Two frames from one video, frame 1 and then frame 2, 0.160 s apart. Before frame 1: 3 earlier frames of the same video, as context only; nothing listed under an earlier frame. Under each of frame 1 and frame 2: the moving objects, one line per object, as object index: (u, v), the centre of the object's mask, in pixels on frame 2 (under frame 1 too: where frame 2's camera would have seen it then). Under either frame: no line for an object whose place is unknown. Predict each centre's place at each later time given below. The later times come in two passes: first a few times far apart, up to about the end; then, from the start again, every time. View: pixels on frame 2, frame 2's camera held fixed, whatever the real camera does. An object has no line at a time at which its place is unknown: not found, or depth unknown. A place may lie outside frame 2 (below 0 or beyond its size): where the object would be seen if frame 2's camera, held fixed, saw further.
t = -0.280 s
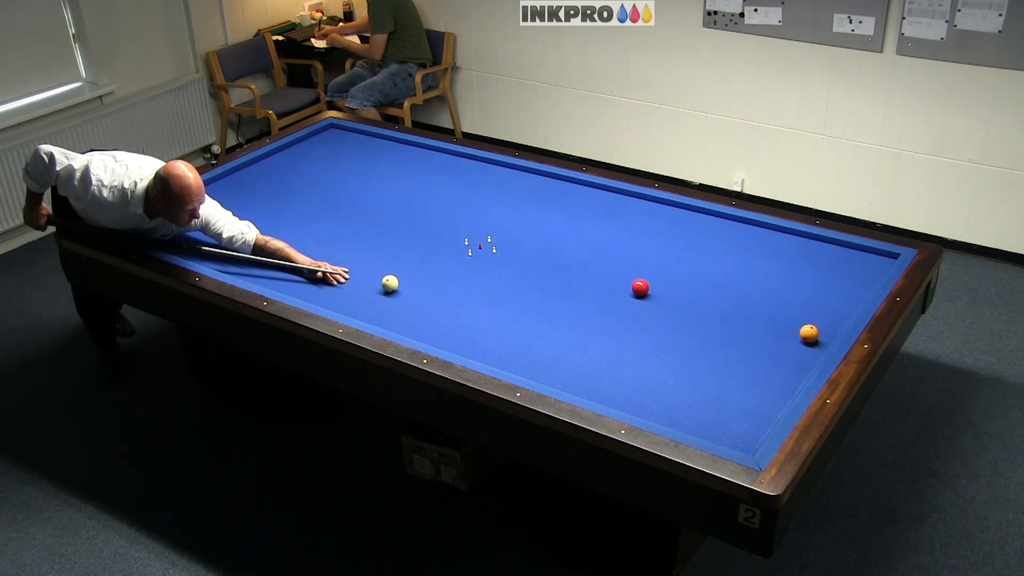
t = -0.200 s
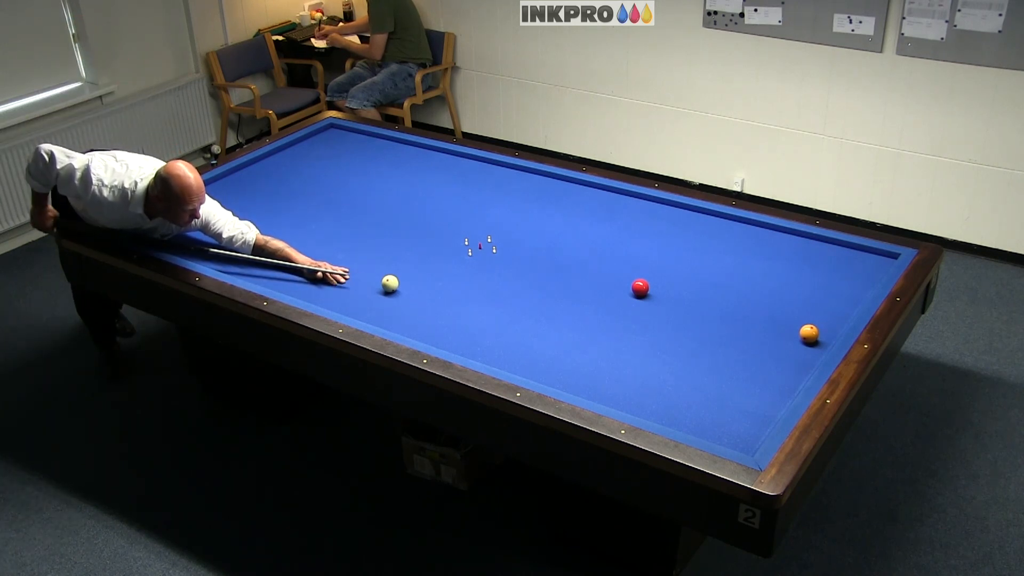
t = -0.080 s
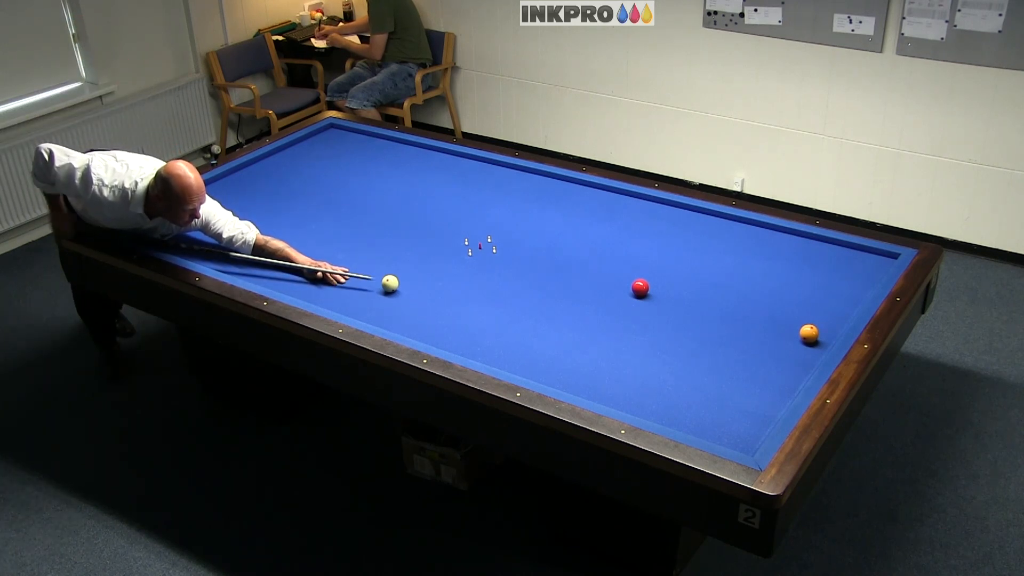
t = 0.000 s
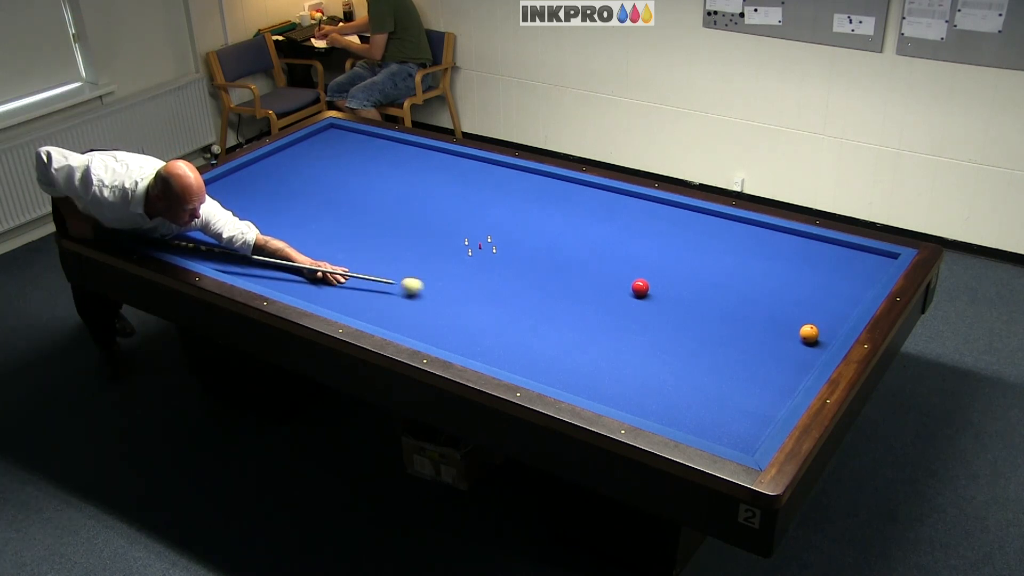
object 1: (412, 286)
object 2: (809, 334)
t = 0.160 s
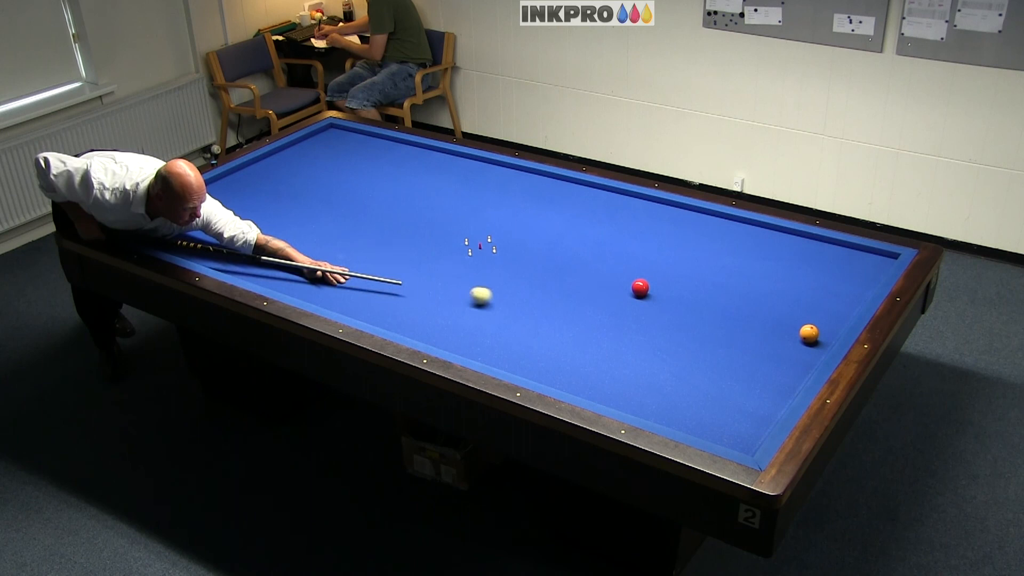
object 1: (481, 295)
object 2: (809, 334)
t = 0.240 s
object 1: (514, 300)
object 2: (809, 334)
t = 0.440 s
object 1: (599, 311)
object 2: (809, 334)
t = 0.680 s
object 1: (705, 326)
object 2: (809, 334)
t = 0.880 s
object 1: (795, 339)
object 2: (811, 333)
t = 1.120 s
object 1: (789, 350)
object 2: (839, 317)
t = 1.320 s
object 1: (752, 347)
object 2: (837, 303)
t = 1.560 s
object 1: (708, 343)
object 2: (834, 287)
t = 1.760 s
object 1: (673, 340)
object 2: (832, 275)
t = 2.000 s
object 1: (632, 337)
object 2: (830, 261)
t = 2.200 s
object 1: (599, 334)
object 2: (828, 251)
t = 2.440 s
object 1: (561, 331)
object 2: (824, 242)
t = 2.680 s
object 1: (524, 328)
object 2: (811, 246)
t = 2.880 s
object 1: (494, 325)
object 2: (802, 248)
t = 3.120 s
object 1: (460, 322)
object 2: (790, 251)
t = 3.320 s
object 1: (432, 320)
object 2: (780, 254)
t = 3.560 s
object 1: (400, 317)
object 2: (770, 256)
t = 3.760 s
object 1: (374, 315)
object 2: (761, 259)
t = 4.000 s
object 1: (346, 310)
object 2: (751, 261)
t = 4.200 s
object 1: (333, 304)
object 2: (743, 263)
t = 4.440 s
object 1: (320, 296)
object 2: (734, 266)
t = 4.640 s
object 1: (309, 290)
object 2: (727, 268)
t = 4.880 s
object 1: (298, 282)
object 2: (719, 270)
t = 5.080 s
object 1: (289, 277)
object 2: (712, 271)
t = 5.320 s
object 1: (278, 270)
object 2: (705, 273)
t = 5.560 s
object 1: (269, 264)
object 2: (699, 275)
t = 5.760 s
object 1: (262, 259)
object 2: (694, 276)
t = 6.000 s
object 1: (254, 254)
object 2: (688, 277)
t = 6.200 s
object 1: (247, 250)
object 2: (684, 278)
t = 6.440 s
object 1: (240, 245)
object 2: (680, 279)
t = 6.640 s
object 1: (235, 241)
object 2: (677, 280)
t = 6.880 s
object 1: (229, 237)
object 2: (674, 281)
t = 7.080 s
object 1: (224, 234)
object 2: (671, 281)
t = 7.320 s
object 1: (219, 230)
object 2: (668, 282)
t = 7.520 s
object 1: (215, 227)
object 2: (666, 282)
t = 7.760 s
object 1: (210, 224)
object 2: (665, 282)
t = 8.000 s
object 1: (206, 221)
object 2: (665, 282)
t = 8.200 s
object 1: (203, 219)
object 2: (665, 282)
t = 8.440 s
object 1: (199, 217)
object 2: (665, 282)
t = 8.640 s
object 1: (197, 215)
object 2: (665, 282)
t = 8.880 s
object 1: (194, 213)
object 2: (665, 282)
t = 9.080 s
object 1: (192, 211)
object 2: (665, 282)
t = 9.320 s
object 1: (190, 210)
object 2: (665, 282)
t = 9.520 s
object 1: (189, 209)
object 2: (665, 282)
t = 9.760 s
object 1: (187, 208)
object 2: (664, 282)
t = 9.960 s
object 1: (187, 207)
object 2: (664, 282)
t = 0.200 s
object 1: (497, 298)
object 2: (809, 334)
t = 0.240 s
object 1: (514, 300)
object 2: (809, 334)
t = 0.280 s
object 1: (531, 302)
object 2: (809, 334)
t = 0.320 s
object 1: (548, 304)
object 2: (809, 334)
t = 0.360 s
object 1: (565, 307)
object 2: (809, 334)
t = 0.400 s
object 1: (582, 309)
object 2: (809, 334)
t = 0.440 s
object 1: (599, 311)
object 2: (809, 334)
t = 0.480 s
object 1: (617, 314)
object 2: (809, 334)
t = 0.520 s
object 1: (634, 316)
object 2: (809, 334)
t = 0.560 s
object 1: (652, 319)
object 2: (809, 333)
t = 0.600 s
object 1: (669, 321)
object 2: (809, 334)
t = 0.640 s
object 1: (687, 323)
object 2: (809, 334)
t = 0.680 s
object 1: (705, 326)
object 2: (809, 334)
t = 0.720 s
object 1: (723, 328)
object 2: (809, 333)
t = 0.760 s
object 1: (741, 331)
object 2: (809, 334)
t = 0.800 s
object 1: (760, 333)
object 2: (809, 334)
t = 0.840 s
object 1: (778, 336)
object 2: (809, 333)
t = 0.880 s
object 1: (795, 339)
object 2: (811, 333)
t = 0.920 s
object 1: (804, 345)
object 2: (820, 330)
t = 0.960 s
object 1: (814, 350)
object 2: (829, 327)
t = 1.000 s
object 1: (816, 352)
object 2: (836, 325)
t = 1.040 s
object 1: (806, 352)
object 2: (840, 323)
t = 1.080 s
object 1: (797, 351)
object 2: (839, 320)
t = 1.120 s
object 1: (789, 350)
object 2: (839, 317)
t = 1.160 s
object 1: (782, 349)
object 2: (838, 314)
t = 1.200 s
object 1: (774, 349)
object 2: (838, 311)
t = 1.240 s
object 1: (767, 348)
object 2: (837, 309)
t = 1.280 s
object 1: (759, 347)
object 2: (837, 306)
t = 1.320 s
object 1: (752, 347)
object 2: (837, 303)
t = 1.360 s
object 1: (744, 346)
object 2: (836, 301)
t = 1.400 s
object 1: (737, 346)
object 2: (836, 298)
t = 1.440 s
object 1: (730, 345)
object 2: (835, 295)
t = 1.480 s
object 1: (723, 344)
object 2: (835, 293)
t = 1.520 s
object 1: (715, 344)
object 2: (834, 290)
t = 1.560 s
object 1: (708, 343)
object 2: (834, 287)
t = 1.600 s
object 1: (701, 343)
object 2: (834, 285)
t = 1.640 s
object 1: (694, 342)
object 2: (833, 282)
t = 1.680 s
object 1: (687, 341)
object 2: (833, 280)
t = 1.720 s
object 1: (680, 341)
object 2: (833, 277)
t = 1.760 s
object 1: (673, 340)
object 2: (832, 275)
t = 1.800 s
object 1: (666, 340)
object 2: (832, 273)
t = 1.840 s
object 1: (659, 339)
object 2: (831, 270)
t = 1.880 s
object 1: (653, 338)
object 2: (831, 268)
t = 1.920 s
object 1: (646, 338)
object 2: (831, 266)
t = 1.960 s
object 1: (639, 338)
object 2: (831, 264)
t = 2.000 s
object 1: (632, 337)
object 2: (830, 261)
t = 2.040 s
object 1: (626, 336)
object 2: (830, 259)
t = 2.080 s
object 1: (619, 336)
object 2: (829, 257)
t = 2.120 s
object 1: (612, 335)
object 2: (829, 255)
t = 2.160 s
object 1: (606, 335)
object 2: (829, 253)
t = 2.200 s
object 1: (599, 334)
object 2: (828, 251)
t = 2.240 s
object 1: (593, 334)
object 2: (828, 249)
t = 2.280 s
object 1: (586, 333)
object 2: (828, 247)
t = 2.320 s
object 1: (580, 333)
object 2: (828, 245)
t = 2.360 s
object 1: (574, 332)
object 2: (827, 242)
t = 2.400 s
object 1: (567, 332)
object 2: (826, 241)
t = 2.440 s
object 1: (561, 331)
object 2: (824, 242)
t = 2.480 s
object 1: (555, 331)
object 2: (822, 243)
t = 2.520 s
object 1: (548, 330)
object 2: (820, 243)
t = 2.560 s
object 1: (542, 329)
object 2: (818, 244)
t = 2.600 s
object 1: (536, 329)
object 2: (816, 244)
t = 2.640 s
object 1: (530, 328)
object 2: (814, 245)
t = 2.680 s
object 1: (524, 328)
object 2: (811, 246)
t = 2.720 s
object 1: (518, 327)
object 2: (810, 246)
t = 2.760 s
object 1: (512, 327)
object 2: (807, 247)
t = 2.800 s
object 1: (506, 326)
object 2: (805, 247)
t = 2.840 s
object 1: (500, 326)
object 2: (804, 247)
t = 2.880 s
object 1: (494, 325)
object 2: (802, 248)
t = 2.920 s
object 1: (488, 325)
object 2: (800, 249)
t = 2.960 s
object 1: (482, 324)
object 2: (797, 249)
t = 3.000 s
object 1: (477, 324)
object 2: (795, 250)
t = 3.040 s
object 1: (471, 323)
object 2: (794, 250)
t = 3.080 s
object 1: (466, 322)
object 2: (792, 251)
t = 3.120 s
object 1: (460, 322)
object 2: (790, 251)
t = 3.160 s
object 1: (454, 322)
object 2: (788, 252)
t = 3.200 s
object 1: (448, 321)
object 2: (786, 252)
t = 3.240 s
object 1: (443, 321)
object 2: (784, 253)
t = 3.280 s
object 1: (437, 320)
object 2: (782, 253)
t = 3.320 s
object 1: (432, 320)
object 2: (780, 254)
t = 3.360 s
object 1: (427, 319)
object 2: (779, 254)
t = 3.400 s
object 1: (421, 319)
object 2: (777, 255)
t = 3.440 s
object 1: (416, 318)
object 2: (775, 255)
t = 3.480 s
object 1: (411, 318)
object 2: (773, 255)
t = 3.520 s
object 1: (405, 317)
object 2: (771, 256)
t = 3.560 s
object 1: (400, 317)
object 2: (770, 256)
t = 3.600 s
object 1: (395, 316)
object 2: (768, 257)
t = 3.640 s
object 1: (390, 316)
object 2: (766, 258)
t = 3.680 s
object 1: (385, 316)
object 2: (764, 258)
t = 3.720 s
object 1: (379, 315)
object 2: (763, 258)
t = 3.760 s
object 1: (374, 315)
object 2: (761, 259)
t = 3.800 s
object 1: (370, 314)
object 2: (759, 259)
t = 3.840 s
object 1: (365, 313)
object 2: (758, 260)
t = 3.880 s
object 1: (360, 313)
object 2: (756, 260)
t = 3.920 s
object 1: (355, 312)
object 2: (754, 261)
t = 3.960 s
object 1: (350, 311)
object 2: (753, 261)
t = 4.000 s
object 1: (346, 310)
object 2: (751, 261)
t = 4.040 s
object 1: (343, 308)
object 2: (749, 262)
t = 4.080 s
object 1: (341, 307)
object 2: (748, 262)
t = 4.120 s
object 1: (338, 306)
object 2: (746, 263)
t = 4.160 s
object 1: (336, 305)
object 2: (745, 263)
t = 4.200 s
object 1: (333, 304)
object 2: (743, 263)
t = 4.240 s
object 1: (331, 303)
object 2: (742, 264)
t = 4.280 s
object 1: (329, 301)
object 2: (740, 264)
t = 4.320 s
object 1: (327, 300)
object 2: (738, 265)
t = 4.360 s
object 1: (324, 299)
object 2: (737, 265)
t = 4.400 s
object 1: (322, 297)
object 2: (735, 265)
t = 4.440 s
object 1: (320, 296)
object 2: (734, 266)
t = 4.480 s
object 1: (318, 295)
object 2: (733, 266)
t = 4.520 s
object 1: (316, 294)
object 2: (731, 267)
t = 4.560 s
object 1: (313, 293)
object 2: (730, 267)
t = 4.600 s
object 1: (311, 292)
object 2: (728, 267)
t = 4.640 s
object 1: (309, 290)
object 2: (727, 268)
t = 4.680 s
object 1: (307, 289)
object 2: (725, 268)
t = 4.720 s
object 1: (306, 287)
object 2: (724, 268)
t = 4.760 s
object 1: (303, 286)
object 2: (723, 269)
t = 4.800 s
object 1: (301, 285)
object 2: (721, 269)
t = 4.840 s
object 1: (300, 284)
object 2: (720, 269)
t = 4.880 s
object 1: (298, 282)
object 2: (719, 270)
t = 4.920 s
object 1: (296, 282)
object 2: (718, 270)
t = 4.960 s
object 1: (294, 280)
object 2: (716, 270)
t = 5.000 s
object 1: (292, 279)
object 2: (715, 271)
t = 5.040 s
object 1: (290, 278)
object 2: (714, 271)
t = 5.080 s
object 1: (289, 277)
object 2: (712, 271)
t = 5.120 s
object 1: (287, 276)
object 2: (711, 271)
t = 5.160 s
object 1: (285, 275)
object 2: (710, 272)
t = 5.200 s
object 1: (283, 274)
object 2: (709, 272)
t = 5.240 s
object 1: (282, 272)
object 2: (708, 272)
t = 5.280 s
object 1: (280, 271)
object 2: (707, 272)
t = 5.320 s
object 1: (278, 270)
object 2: (705, 273)
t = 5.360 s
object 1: (277, 269)
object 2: (704, 273)
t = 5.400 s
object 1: (275, 268)
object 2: (703, 274)
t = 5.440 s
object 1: (274, 267)
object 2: (702, 274)
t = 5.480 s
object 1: (272, 266)
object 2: (701, 274)
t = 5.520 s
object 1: (271, 265)
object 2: (700, 274)
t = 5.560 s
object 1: (269, 264)
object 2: (699, 275)
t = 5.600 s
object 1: (268, 263)
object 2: (698, 275)
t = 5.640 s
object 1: (266, 262)
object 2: (697, 275)
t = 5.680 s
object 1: (265, 261)
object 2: (696, 275)
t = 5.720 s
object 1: (263, 260)
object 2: (695, 276)
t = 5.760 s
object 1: (262, 259)
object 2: (694, 276)
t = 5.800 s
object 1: (261, 258)
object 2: (693, 276)
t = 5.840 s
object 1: (259, 257)
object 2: (692, 276)
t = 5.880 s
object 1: (258, 257)
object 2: (691, 276)
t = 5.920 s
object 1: (256, 256)
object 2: (690, 277)
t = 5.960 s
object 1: (255, 255)
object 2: (689, 277)
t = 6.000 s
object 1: (254, 254)
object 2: (688, 277)
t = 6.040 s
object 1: (252, 253)
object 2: (688, 277)
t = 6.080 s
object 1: (251, 252)
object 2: (687, 277)
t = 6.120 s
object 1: (250, 251)
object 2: (686, 278)
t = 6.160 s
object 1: (249, 251)
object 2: (685, 278)
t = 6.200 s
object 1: (247, 250)
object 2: (684, 278)
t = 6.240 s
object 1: (246, 249)
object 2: (684, 278)
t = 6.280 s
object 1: (245, 248)
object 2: (683, 278)
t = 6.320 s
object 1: (244, 247)
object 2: (682, 279)
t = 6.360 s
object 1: (243, 247)
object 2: (682, 279)
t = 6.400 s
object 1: (241, 246)
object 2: (681, 279)
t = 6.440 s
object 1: (240, 245)
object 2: (680, 279)
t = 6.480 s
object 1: (239, 244)
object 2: (679, 279)
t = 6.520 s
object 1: (238, 243)
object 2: (679, 279)
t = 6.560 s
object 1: (237, 243)
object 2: (678, 280)
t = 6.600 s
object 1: (236, 242)
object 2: (677, 280)
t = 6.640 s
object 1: (235, 241)
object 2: (677, 280)
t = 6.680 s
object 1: (234, 241)
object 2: (676, 280)
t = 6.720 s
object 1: (233, 240)
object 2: (676, 280)
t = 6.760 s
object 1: (232, 239)
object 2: (675, 280)
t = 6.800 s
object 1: (231, 238)
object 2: (675, 280)
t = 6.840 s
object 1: (230, 238)
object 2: (674, 280)
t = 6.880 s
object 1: (229, 237)
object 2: (674, 281)
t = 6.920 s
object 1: (228, 236)
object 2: (673, 281)
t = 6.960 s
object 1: (227, 236)
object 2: (673, 281)
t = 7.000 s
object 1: (226, 235)
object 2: (672, 281)
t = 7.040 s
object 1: (225, 234)
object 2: (672, 281)
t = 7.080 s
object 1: (224, 234)
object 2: (671, 281)
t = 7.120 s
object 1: (223, 233)
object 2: (671, 281)
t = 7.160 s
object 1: (222, 232)
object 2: (670, 281)
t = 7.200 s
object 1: (221, 232)
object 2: (670, 281)
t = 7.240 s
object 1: (221, 231)
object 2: (669, 281)
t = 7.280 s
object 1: (220, 230)
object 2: (669, 282)
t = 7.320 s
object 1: (219, 230)
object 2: (668, 282)
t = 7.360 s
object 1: (218, 229)
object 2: (668, 282)
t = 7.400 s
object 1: (217, 229)
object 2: (667, 282)
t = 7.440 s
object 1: (216, 228)
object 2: (667, 282)
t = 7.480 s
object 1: (215, 228)
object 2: (667, 282)
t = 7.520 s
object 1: (215, 227)
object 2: (666, 282)
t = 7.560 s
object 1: (214, 226)
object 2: (666, 282)
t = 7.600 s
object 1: (213, 226)
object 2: (666, 282)
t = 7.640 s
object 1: (212, 225)
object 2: (666, 282)
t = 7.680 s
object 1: (212, 225)
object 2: (665, 282)
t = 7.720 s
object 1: (211, 224)
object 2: (665, 282)
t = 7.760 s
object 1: (210, 224)
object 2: (665, 282)
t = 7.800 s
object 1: (209, 223)
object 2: (665, 282)
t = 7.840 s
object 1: (209, 223)
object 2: (665, 282)
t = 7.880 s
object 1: (208, 223)
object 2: (665, 282)
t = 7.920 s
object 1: (207, 222)
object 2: (665, 282)
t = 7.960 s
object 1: (206, 222)
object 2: (665, 282)
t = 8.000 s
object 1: (206, 221)
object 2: (665, 282)
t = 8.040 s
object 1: (205, 221)
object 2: (665, 282)
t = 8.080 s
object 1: (205, 220)
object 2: (664, 282)
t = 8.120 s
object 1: (204, 220)
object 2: (665, 282)
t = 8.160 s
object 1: (204, 220)
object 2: (664, 282)
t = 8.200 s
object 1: (203, 219)
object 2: (665, 282)
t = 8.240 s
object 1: (202, 219)
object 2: (665, 282)
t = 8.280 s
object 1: (202, 218)
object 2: (665, 282)
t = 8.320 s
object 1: (201, 218)
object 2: (665, 282)
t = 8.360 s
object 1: (200, 217)
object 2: (665, 282)
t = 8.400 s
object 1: (200, 217)
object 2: (665, 282)
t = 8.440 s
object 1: (199, 217)
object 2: (665, 282)
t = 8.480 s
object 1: (199, 216)
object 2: (665, 282)
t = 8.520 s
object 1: (198, 216)
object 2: (665, 282)
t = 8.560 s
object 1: (198, 216)
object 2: (665, 282)
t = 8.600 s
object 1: (197, 215)
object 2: (665, 282)
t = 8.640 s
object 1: (197, 215)
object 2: (665, 282)
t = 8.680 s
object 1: (196, 215)
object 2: (665, 282)
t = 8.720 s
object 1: (196, 214)
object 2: (665, 282)
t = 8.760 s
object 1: (196, 214)
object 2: (665, 282)
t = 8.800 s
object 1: (195, 214)
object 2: (665, 282)
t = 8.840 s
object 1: (195, 213)
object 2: (665, 282)
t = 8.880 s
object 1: (194, 213)
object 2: (665, 282)
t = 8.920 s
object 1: (194, 213)
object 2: (665, 282)
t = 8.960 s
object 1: (193, 212)
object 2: (665, 282)
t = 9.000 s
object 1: (193, 212)
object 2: (665, 282)
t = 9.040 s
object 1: (193, 212)
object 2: (665, 282)
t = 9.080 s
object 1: (192, 211)
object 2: (665, 282)
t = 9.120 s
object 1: (192, 211)
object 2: (665, 282)
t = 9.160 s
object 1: (192, 211)
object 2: (665, 282)
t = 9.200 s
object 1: (191, 211)
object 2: (665, 282)
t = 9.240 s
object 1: (191, 210)
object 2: (664, 282)
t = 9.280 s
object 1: (191, 210)
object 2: (665, 282)
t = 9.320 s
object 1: (190, 210)
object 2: (665, 282)
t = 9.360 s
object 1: (190, 210)
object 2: (665, 282)
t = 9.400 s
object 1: (190, 209)
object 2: (665, 282)
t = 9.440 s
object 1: (189, 209)
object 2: (665, 282)
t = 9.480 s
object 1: (189, 209)
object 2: (665, 282)
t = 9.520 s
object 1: (189, 209)
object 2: (665, 282)
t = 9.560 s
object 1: (188, 208)
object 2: (664, 282)
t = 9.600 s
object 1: (188, 208)
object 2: (664, 282)
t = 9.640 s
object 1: (188, 208)
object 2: (665, 282)
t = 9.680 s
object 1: (188, 208)
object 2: (664, 282)
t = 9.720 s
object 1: (188, 208)
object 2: (665, 282)
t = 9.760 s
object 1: (187, 208)
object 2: (664, 282)
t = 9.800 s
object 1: (187, 207)
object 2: (665, 282)
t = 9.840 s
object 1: (187, 207)
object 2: (665, 282)
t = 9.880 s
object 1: (187, 207)
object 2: (664, 282)
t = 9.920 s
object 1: (187, 207)
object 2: (664, 282)
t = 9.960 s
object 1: (187, 207)
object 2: (664, 282)
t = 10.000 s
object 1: (186, 207)
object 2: (664, 282)
